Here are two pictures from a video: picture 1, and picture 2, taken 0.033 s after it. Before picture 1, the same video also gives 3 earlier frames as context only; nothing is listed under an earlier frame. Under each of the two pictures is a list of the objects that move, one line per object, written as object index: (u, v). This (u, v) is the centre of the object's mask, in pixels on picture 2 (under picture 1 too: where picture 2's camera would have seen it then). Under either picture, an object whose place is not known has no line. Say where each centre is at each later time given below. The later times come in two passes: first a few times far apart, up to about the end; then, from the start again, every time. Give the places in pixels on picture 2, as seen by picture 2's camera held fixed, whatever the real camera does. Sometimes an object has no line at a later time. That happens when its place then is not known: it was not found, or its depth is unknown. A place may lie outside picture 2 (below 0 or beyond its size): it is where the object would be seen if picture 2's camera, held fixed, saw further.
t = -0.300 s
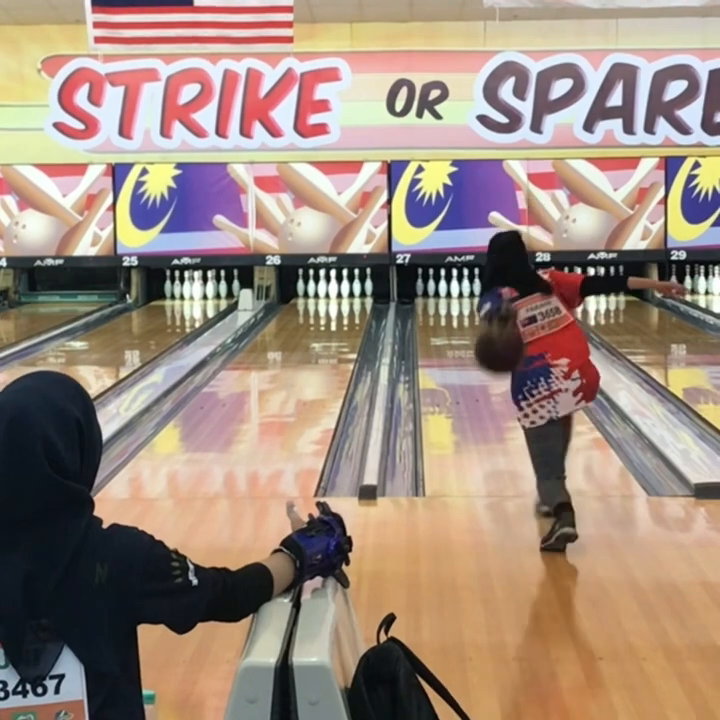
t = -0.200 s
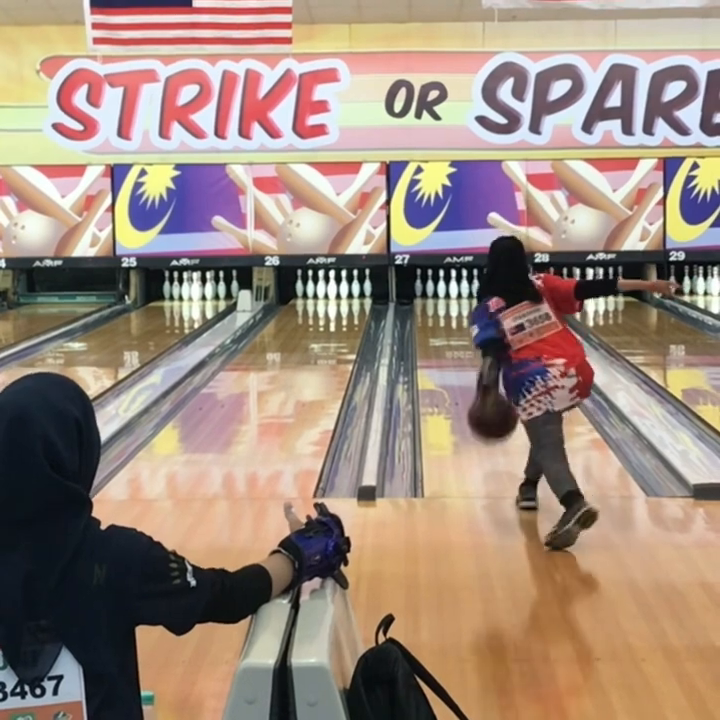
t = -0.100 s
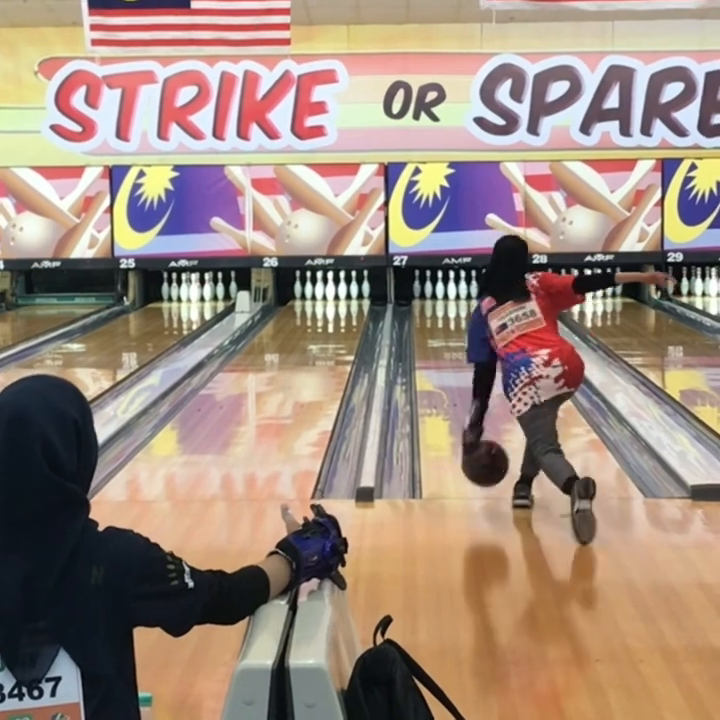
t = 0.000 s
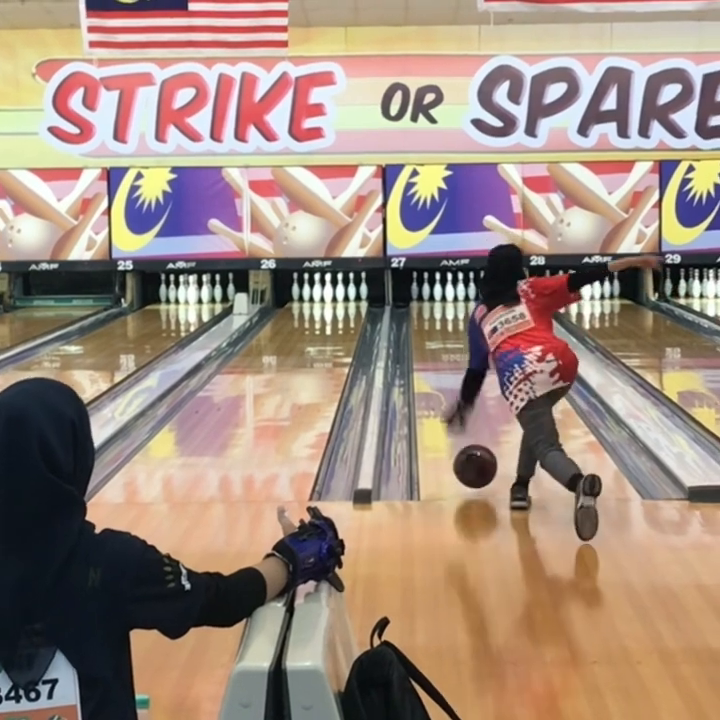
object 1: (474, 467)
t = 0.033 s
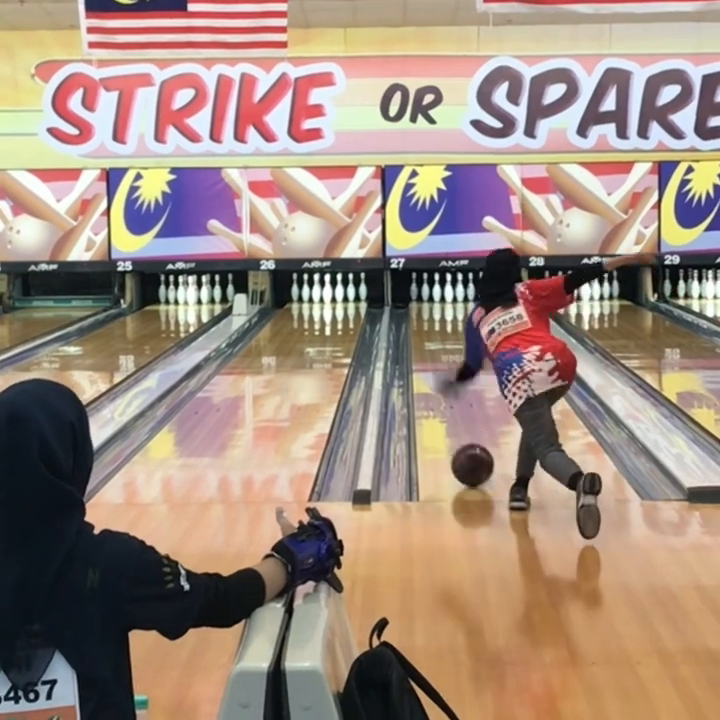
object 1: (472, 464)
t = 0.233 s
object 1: (462, 431)
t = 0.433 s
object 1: (454, 405)
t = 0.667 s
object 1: (448, 381)
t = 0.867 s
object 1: (442, 366)
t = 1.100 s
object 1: (439, 350)
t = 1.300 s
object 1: (437, 339)
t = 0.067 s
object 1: (470, 458)
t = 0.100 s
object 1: (468, 453)
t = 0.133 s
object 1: (467, 447)
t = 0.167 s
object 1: (465, 441)
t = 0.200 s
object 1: (464, 437)
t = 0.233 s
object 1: (462, 431)
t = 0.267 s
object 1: (460, 426)
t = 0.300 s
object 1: (459, 422)
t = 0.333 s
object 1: (458, 418)
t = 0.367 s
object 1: (456, 413)
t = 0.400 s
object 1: (455, 409)
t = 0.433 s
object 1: (454, 405)
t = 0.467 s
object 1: (453, 401)
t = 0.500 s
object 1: (452, 397)
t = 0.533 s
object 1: (451, 394)
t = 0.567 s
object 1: (450, 391)
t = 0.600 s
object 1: (449, 388)
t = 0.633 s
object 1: (448, 384)
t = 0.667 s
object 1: (448, 381)
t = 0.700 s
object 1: (447, 378)
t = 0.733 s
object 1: (446, 376)
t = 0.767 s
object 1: (445, 373)
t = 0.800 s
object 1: (441, 372)
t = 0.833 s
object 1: (442, 369)
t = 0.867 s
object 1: (442, 366)
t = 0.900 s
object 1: (443, 363)
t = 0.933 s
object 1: (442, 360)
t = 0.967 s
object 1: (442, 358)
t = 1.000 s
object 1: (441, 356)
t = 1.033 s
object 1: (440, 354)
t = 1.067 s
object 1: (440, 352)
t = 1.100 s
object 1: (439, 350)
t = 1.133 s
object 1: (439, 348)
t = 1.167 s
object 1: (439, 346)
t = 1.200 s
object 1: (438, 344)
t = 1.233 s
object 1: (438, 343)
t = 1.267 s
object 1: (437, 341)
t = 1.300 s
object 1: (437, 339)
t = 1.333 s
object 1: (436, 338)
